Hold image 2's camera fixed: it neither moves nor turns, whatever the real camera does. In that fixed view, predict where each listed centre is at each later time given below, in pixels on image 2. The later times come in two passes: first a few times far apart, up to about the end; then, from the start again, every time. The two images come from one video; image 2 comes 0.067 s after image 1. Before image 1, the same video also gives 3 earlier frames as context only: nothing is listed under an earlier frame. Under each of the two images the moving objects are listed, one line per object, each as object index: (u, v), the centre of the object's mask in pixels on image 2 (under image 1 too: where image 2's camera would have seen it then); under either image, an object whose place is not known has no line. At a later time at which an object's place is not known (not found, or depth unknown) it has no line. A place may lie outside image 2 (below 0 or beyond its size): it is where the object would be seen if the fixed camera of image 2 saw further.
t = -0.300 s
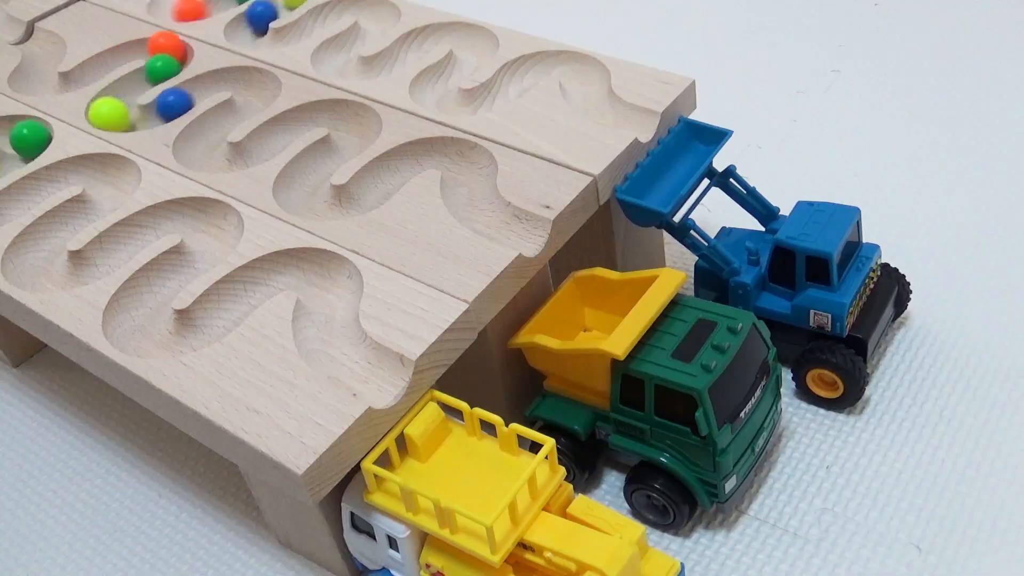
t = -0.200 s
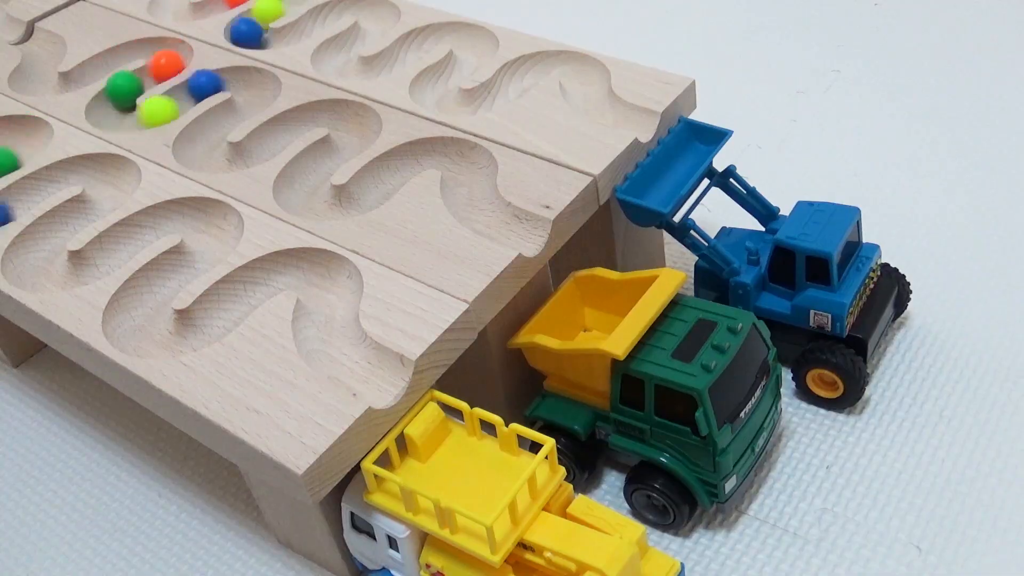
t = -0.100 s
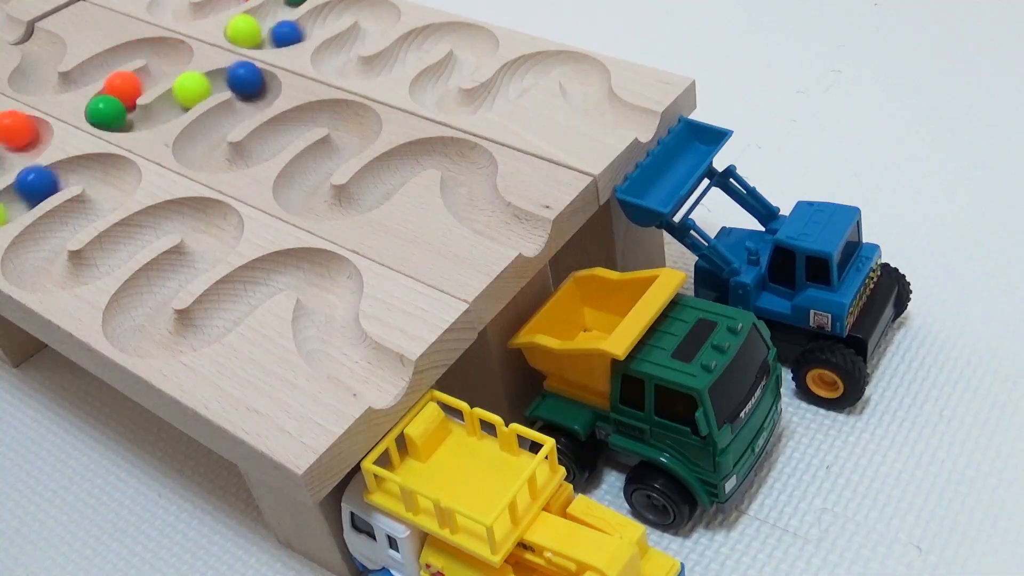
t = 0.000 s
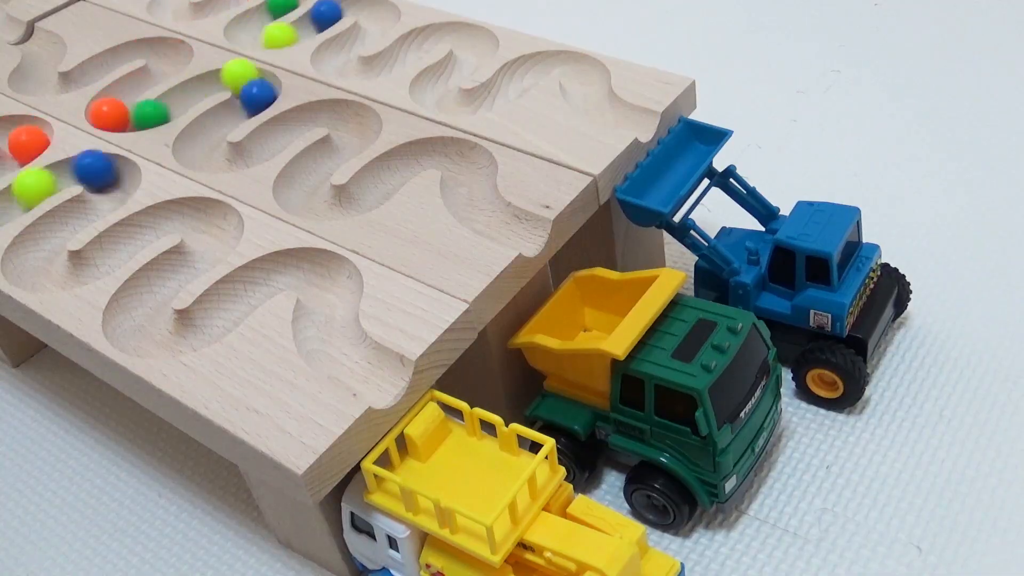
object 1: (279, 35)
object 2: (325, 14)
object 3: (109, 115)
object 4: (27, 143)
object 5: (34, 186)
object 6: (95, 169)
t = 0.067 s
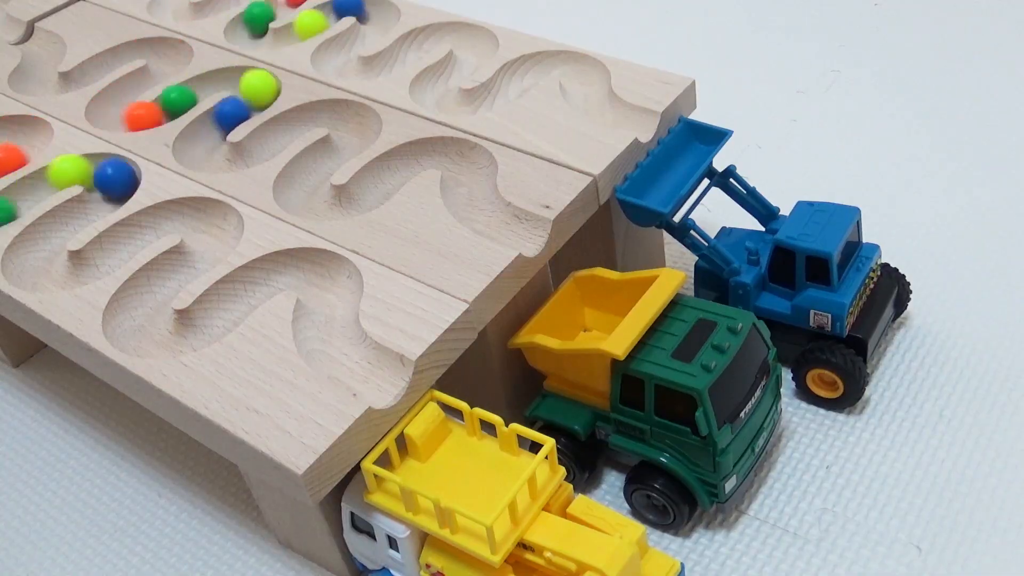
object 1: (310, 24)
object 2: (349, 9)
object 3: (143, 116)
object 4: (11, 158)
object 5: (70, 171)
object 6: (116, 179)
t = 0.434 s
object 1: (342, 42)
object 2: (349, 67)
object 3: (260, 93)
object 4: (35, 185)
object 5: (29, 264)
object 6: (88, 266)
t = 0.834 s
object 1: (459, 31)
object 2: (465, 62)
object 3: (283, 126)
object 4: (34, 257)
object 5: (216, 237)
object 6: (161, 278)
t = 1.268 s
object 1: (449, 100)
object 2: (514, 81)
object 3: (313, 164)
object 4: (187, 216)
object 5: (185, 334)
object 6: (238, 293)
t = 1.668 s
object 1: (531, 64)
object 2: (589, 74)
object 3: (361, 196)
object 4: (171, 272)
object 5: (291, 270)
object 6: (334, 292)
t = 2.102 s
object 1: (587, 95)
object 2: (642, 117)
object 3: (453, 151)
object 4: (180, 335)
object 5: (320, 333)
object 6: (362, 368)
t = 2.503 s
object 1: (670, 132)
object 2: (693, 152)
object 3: (480, 206)
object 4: (286, 272)
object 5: (453, 442)
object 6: (505, 458)
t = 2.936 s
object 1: (657, 184)
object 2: (696, 139)
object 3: (599, 302)
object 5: (467, 444)
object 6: (505, 464)
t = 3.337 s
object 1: (653, 188)
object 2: (698, 136)
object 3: (596, 318)
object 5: (467, 443)
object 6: (506, 460)
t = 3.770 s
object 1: (653, 188)
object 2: (703, 140)
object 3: (596, 318)
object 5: (465, 443)
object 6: (510, 458)
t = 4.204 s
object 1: (653, 188)
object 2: (703, 141)
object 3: (596, 318)
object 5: (466, 442)
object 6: (510, 458)
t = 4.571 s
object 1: (653, 188)
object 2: (703, 141)
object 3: (596, 318)
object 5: (466, 442)
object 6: (510, 457)
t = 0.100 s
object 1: (322, 16)
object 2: (364, 11)
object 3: (162, 109)
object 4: (4, 165)
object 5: (89, 167)
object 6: (115, 188)
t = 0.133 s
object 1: (330, 12)
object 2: (377, 12)
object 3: (174, 102)
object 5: (109, 164)
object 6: (107, 196)
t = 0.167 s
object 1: (341, 9)
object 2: (382, 15)
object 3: (181, 96)
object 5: (117, 176)
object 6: (89, 207)
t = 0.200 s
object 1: (353, 8)
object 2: (379, 20)
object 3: (189, 91)
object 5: (114, 187)
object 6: (68, 218)
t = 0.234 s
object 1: (368, 7)
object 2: (373, 27)
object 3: (202, 85)
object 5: (105, 197)
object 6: (53, 229)
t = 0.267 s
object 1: (380, 11)
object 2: (360, 35)
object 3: (216, 80)
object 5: (88, 207)
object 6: (44, 242)
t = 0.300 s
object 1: (382, 16)
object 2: (347, 44)
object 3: (229, 76)
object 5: (69, 216)
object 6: (36, 256)
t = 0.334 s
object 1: (376, 23)
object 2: (334, 52)
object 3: (241, 75)
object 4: (4, 214)
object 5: (55, 226)
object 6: (31, 268)
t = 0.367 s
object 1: (369, 29)
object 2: (330, 58)
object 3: (254, 83)
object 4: (13, 205)
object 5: (47, 236)
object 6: (42, 273)
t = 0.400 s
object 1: (357, 36)
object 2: (337, 64)
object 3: (261, 87)
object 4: (22, 196)
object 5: (35, 250)
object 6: (64, 272)
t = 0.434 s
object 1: (342, 42)
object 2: (349, 67)
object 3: (260, 93)
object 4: (35, 185)
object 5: (29, 264)
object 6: (88, 266)
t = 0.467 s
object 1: (332, 51)
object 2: (367, 66)
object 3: (250, 101)
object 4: (51, 177)
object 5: (37, 271)
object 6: (106, 256)
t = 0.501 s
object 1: (332, 58)
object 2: (385, 61)
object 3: (235, 110)
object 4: (73, 172)
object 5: (57, 272)
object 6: (120, 244)
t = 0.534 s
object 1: (339, 64)
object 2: (400, 55)
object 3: (219, 120)
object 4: (95, 170)
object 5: (77, 269)
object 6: (133, 232)
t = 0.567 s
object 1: (349, 66)
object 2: (412, 47)
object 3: (206, 129)
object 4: (111, 169)
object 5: (97, 260)
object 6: (150, 223)
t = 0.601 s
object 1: (365, 66)
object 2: (422, 38)
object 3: (201, 141)
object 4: (116, 178)
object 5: (113, 249)
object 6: (173, 218)
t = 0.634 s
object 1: (383, 62)
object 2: (432, 31)
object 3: (198, 151)
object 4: (114, 187)
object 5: (127, 236)
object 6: (195, 216)
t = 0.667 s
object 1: (399, 55)
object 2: (448, 32)
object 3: (206, 156)
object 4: (105, 197)
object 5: (142, 227)
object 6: (212, 217)
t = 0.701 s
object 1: (410, 48)
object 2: (465, 35)
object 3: (227, 157)
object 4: (86, 209)
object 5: (162, 220)
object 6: (217, 231)
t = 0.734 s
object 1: (418, 41)
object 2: (477, 37)
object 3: (247, 152)
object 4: (65, 220)
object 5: (183, 215)
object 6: (215, 242)
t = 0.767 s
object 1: (427, 33)
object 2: (478, 46)
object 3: (263, 145)
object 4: (51, 230)
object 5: (204, 213)
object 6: (202, 253)
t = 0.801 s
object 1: (442, 31)
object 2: (473, 54)
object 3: (274, 136)
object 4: (42, 244)
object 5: (215, 223)
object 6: (181, 266)
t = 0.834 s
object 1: (459, 31)
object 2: (465, 62)
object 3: (283, 126)
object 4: (34, 257)
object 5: (216, 237)
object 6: (161, 278)
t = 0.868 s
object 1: (473, 35)
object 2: (451, 71)
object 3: (297, 120)
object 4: (30, 268)
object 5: (208, 249)
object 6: (151, 290)
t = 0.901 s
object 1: (478, 43)
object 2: (438, 80)
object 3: (316, 114)
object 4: (46, 273)
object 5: (191, 261)
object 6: (145, 307)
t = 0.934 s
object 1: (476, 51)
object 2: (429, 87)
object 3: (334, 111)
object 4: (67, 272)
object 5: (168, 273)
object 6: (136, 324)
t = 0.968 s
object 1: (469, 58)
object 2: (433, 94)
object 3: (348, 115)
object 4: (90, 265)
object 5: (153, 283)
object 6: (137, 332)
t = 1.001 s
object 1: (456, 66)
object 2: (444, 99)
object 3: (356, 124)
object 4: (108, 254)
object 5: (146, 296)
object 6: (157, 337)
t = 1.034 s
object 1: (440, 76)
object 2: (459, 101)
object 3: (360, 130)
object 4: (122, 242)
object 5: (138, 316)
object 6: (182, 335)
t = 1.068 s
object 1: (435, 81)
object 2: (468, 101)
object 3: (358, 134)
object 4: (128, 235)
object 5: (135, 325)
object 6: (194, 331)
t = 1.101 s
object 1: (431, 85)
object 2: (477, 100)
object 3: (353, 139)
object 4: (135, 230)
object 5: (134, 329)
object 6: (205, 326)
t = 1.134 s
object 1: (430, 89)
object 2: (486, 97)
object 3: (345, 144)
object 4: (143, 226)
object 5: (139, 333)
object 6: (214, 320)
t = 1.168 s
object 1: (432, 92)
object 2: (494, 93)
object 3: (336, 150)
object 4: (153, 223)
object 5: (149, 336)
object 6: (221, 314)
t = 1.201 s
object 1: (437, 96)
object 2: (503, 89)
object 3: (328, 155)
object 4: (165, 220)
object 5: (161, 336)
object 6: (227, 308)
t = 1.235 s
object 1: (442, 98)
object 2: (509, 86)
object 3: (320, 160)
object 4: (176, 218)
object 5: (173, 336)
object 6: (232, 300)
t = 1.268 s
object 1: (449, 100)
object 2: (514, 81)
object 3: (313, 164)
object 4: (187, 216)
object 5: (185, 334)
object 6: (238, 293)
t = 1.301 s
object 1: (458, 101)
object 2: (519, 77)
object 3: (308, 169)
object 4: (198, 214)
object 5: (197, 329)
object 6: (246, 287)
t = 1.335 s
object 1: (467, 101)
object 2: (523, 73)
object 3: (304, 176)
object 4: (205, 214)
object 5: (207, 324)
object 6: (254, 283)
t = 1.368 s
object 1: (477, 99)
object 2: (527, 68)
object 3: (302, 182)
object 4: (211, 218)
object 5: (215, 319)
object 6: (264, 279)
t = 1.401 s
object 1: (486, 97)
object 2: (532, 63)
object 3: (301, 189)
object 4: (215, 225)
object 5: (221, 313)
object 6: (276, 275)
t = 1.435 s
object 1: (494, 94)
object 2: (539, 61)
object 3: (302, 195)
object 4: (217, 232)
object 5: (228, 305)
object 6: (288, 272)
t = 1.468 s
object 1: (502, 90)
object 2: (547, 61)
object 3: (304, 199)
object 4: (217, 237)
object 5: (234, 298)
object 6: (300, 270)
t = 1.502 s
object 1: (508, 86)
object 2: (556, 62)
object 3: (309, 201)
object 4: (215, 242)
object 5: (241, 292)
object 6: (311, 269)
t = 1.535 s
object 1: (513, 82)
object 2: (566, 64)
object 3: (317, 203)
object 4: (210, 247)
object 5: (248, 286)
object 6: (319, 269)
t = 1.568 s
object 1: (518, 78)
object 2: (575, 65)
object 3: (329, 204)
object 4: (202, 254)
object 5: (257, 281)
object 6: (326, 273)
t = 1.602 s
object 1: (522, 73)
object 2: (582, 65)
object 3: (340, 203)
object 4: (192, 260)
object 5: (267, 277)
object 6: (330, 279)
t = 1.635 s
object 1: (526, 69)
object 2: (587, 68)
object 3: (351, 200)
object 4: (181, 266)
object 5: (279, 274)
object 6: (332, 286)
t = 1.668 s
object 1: (531, 64)
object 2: (589, 74)
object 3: (361, 196)
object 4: (171, 272)
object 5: (291, 270)
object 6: (334, 292)
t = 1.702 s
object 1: (538, 61)
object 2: (588, 79)
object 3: (370, 192)
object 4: (162, 278)
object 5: (301, 268)
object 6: (335, 298)
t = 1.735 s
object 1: (545, 61)
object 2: (587, 85)
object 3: (375, 188)
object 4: (154, 283)
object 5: (312, 266)
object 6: (333, 304)
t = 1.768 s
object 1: (555, 62)
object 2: (585, 89)
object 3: (379, 183)
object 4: (150, 290)
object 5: (321, 268)
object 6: (331, 311)
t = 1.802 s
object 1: (564, 62)
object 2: (584, 93)
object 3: (383, 178)
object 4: (146, 298)
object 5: (328, 273)
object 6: (325, 319)
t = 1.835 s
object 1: (573, 63)
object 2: (585, 95)
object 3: (387, 173)
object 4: (144, 305)
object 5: (332, 279)
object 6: (321, 325)
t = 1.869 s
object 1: (581, 64)
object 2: (590, 99)
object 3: (392, 168)
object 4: (140, 314)
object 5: (334, 285)
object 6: (319, 330)
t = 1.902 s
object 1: (586, 67)
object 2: (596, 102)
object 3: (399, 165)
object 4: (136, 322)
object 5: (335, 291)
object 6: (322, 335)
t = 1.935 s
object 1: (588, 72)
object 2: (603, 105)
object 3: (407, 161)
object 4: (133, 328)
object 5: (334, 296)
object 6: (329, 341)
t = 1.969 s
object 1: (587, 78)
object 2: (609, 107)
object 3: (416, 157)
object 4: (136, 331)
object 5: (331, 302)
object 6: (337, 346)
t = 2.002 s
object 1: (586, 84)
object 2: (616, 110)
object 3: (426, 154)
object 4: (144, 335)
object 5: (327, 310)
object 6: (345, 351)
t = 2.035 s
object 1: (585, 89)
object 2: (624, 112)
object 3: (437, 152)
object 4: (157, 337)
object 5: (321, 320)
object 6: (350, 356)
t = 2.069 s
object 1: (585, 93)
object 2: (632, 115)
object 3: (445, 151)
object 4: (168, 337)
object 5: (318, 327)
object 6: (355, 363)
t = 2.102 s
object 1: (587, 95)
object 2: (642, 117)
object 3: (453, 151)
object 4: (180, 335)
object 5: (320, 333)
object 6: (362, 368)
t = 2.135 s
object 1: (591, 99)
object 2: (652, 120)
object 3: (460, 154)
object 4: (191, 332)
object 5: (326, 339)
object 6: (371, 373)
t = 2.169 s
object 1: (598, 103)
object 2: (664, 127)
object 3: (466, 157)
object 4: (202, 327)
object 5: (334, 344)
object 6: (383, 376)
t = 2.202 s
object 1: (605, 105)
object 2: (676, 138)
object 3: (470, 162)
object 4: (212, 321)
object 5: (342, 349)
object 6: (397, 380)
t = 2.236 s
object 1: (612, 108)
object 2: (680, 150)
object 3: (473, 165)
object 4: (219, 316)
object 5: (349, 355)
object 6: (411, 388)
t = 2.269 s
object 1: (619, 111)
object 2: (680, 153)
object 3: (474, 169)
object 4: (224, 309)
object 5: (357, 361)
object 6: (428, 403)
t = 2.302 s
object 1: (627, 114)
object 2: (682, 155)
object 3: (472, 175)
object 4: (230, 302)
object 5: (365, 368)
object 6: (448, 427)
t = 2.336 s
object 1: (637, 116)
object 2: (683, 155)
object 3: (470, 182)
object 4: (237, 296)
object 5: (373, 374)
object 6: (468, 446)
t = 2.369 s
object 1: (648, 119)
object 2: (683, 154)
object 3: (466, 188)
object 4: (244, 290)
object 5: (384, 378)
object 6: (484, 450)
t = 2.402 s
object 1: (659, 124)
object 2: (684, 155)
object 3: (465, 193)
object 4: (253, 284)
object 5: (398, 383)
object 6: (497, 456)
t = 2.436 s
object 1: (664, 123)
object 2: (686, 153)
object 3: (466, 197)
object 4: (263, 279)
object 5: (413, 394)
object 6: (506, 460)
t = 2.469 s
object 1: (667, 126)
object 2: (688, 154)
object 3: (472, 202)
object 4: (274, 275)
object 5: (430, 412)
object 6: (505, 459)
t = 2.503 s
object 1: (670, 132)
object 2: (693, 152)
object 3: (480, 206)
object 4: (286, 272)
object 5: (453, 442)
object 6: (505, 458)
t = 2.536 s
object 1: (672, 143)
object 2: (699, 147)
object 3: (487, 209)
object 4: (297, 270)
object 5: (451, 447)
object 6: (508, 457)
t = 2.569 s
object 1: (673, 159)
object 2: (698, 142)
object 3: (494, 213)
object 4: (308, 269)
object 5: (449, 446)
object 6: (503, 458)
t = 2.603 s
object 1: (669, 169)
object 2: (693, 141)
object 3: (500, 218)
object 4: (318, 269)
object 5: (450, 447)
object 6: (499, 460)
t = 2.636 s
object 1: (669, 171)
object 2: (693, 142)
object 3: (506, 222)
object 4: (326, 272)
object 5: (450, 446)
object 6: (499, 461)
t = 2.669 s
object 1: (667, 174)
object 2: (694, 142)
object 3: (514, 225)
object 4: (331, 278)
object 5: (449, 446)
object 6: (500, 463)
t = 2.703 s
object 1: (665, 175)
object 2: (695, 141)
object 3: (525, 229)
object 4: (333, 285)
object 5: (450, 446)
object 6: (501, 464)
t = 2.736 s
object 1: (664, 176)
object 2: (696, 140)
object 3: (537, 232)
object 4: (335, 291)
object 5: (451, 445)
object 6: (503, 464)
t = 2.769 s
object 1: (663, 178)
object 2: (697, 138)
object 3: (552, 238)
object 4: (335, 297)
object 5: (453, 445)
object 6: (503, 464)
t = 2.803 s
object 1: (662, 179)
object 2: (697, 139)
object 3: (566, 249)
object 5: (455, 444)
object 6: (503, 465)
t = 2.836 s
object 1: (661, 180)
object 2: (697, 138)
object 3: (581, 268)
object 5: (458, 444)
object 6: (504, 465)
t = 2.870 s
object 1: (660, 181)
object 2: (697, 139)
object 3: (597, 291)
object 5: (464, 444)
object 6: (504, 464)
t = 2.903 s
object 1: (658, 183)
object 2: (697, 138)
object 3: (602, 302)
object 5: (466, 444)
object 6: (504, 464)
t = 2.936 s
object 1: (657, 184)
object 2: (696, 139)
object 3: (599, 302)
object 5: (467, 444)
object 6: (505, 464)
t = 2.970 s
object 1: (656, 185)
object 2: (700, 138)
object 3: (596, 307)
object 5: (466, 444)
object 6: (505, 463)
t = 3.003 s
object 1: (655, 186)
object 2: (703, 134)
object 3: (595, 316)
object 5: (466, 444)
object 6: (505, 463)
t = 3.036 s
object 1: (653, 186)
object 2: (700, 134)
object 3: (596, 317)
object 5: (466, 444)
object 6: (506, 462)
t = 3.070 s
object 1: (652, 186)
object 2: (699, 134)
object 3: (595, 318)
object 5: (467, 443)
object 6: (506, 462)
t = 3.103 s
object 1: (653, 188)
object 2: (700, 135)
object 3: (594, 318)
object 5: (467, 443)
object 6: (506, 462)
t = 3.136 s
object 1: (653, 188)
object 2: (699, 136)
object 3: (595, 318)
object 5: (465, 442)
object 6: (506, 462)
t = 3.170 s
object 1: (653, 188)
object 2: (699, 136)
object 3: (596, 318)
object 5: (464, 442)
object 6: (505, 462)
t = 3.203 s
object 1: (653, 188)
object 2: (699, 136)
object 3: (596, 318)
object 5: (464, 441)
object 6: (504, 461)
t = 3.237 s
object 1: (653, 188)
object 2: (698, 136)
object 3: (596, 318)
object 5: (464, 441)
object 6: (505, 461)
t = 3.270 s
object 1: (653, 188)
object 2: (698, 136)
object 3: (596, 318)
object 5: (464, 442)
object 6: (505, 461)
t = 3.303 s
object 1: (653, 188)
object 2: (698, 136)
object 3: (596, 318)
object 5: (465, 443)
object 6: (506, 461)
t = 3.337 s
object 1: (653, 188)
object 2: (698, 136)
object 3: (596, 318)
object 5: (467, 443)
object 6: (506, 460)
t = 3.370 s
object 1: (653, 188)
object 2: (699, 136)
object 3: (596, 318)
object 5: (467, 443)
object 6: (505, 462)
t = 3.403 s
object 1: (653, 188)
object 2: (700, 137)
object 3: (596, 318)
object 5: (467, 443)
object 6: (505, 462)
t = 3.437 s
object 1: (653, 188)
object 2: (702, 139)
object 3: (596, 318)
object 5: (468, 443)
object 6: (506, 462)
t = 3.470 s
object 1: (653, 188)
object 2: (702, 140)
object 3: (596, 318)
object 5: (468, 444)
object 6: (506, 462)
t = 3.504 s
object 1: (653, 188)
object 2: (703, 140)
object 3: (596, 318)
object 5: (469, 444)
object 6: (506, 462)
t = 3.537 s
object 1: (653, 188)
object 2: (703, 140)
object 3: (596, 318)
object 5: (471, 444)
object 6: (506, 461)
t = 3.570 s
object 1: (653, 188)
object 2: (703, 139)
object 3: (596, 318)
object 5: (473, 443)
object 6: (506, 461)
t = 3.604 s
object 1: (653, 188)
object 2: (703, 139)
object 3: (596, 318)
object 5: (476, 438)
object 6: (506, 461)
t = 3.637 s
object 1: (653, 188)
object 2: (703, 140)
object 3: (596, 318)
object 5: (471, 431)
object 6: (507, 460)
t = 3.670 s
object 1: (653, 188)
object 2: (703, 140)
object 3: (596, 318)
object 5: (465, 434)
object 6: (507, 460)
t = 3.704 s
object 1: (653, 188)
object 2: (703, 140)
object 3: (596, 318)
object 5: (463, 440)
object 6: (508, 458)
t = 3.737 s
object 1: (653, 188)
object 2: (703, 140)
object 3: (596, 318)
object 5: (464, 442)
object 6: (509, 457)
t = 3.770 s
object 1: (653, 188)
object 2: (703, 140)
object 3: (596, 318)
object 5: (465, 443)
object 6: (510, 458)
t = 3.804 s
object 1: (653, 188)
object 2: (703, 140)
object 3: (596, 318)
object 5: (465, 442)
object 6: (510, 458)
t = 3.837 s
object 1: (653, 188)
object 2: (703, 140)
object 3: (596, 318)
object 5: (466, 442)
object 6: (510, 457)
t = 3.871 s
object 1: (653, 188)
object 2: (703, 140)
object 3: (596, 318)
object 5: (466, 442)
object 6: (510, 457)
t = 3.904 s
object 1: (653, 188)
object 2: (703, 140)
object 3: (596, 318)
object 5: (466, 442)
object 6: (510, 457)
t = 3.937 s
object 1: (653, 188)
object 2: (703, 141)
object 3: (596, 318)
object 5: (466, 442)
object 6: (510, 458)
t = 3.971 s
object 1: (653, 188)
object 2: (703, 141)
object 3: (596, 318)
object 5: (466, 442)
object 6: (510, 458)
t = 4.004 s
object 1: (653, 188)
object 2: (703, 141)
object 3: (596, 318)
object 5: (466, 442)
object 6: (510, 458)
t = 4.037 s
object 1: (653, 188)
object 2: (703, 140)
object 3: (596, 318)
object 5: (466, 442)
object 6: (510, 458)
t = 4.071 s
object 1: (653, 188)
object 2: (703, 141)
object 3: (596, 318)
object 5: (466, 442)
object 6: (509, 458)
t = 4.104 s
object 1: (653, 188)
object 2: (703, 141)
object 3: (596, 318)
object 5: (466, 442)
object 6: (509, 458)
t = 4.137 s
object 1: (653, 188)
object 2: (703, 140)
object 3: (596, 318)
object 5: (466, 442)
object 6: (510, 458)
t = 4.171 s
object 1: (653, 188)
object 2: (703, 141)
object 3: (596, 318)
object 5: (466, 442)
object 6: (510, 458)
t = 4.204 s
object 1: (653, 188)
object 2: (703, 141)
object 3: (596, 318)
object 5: (466, 442)
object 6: (510, 458)
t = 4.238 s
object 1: (653, 188)
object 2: (703, 140)
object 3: (596, 318)
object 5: (466, 442)
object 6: (510, 457)
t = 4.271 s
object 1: (653, 188)
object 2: (703, 141)
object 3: (596, 318)
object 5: (466, 442)
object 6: (510, 457)
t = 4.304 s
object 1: (653, 188)
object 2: (703, 140)
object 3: (596, 318)
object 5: (466, 442)
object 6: (510, 458)
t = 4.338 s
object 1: (653, 188)
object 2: (703, 140)
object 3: (596, 318)
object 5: (466, 442)
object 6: (510, 457)
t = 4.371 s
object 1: (653, 188)
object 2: (703, 141)
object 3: (596, 318)
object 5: (466, 442)
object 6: (510, 457)
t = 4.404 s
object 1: (653, 188)
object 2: (703, 140)
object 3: (596, 318)
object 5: (466, 442)
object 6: (510, 457)
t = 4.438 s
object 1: (653, 188)
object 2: (703, 139)
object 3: (596, 318)
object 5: (466, 442)
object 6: (509, 457)
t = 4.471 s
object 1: (653, 188)
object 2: (703, 141)
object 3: (596, 318)
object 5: (466, 442)
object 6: (510, 457)
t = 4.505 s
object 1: (653, 188)
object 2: (703, 140)
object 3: (596, 318)
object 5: (466, 442)
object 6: (510, 458)
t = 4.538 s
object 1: (653, 188)
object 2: (703, 141)
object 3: (596, 318)
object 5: (466, 442)
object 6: (510, 457)
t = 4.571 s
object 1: (653, 188)
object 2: (703, 141)
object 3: (596, 318)
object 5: (466, 442)
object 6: (510, 457)
